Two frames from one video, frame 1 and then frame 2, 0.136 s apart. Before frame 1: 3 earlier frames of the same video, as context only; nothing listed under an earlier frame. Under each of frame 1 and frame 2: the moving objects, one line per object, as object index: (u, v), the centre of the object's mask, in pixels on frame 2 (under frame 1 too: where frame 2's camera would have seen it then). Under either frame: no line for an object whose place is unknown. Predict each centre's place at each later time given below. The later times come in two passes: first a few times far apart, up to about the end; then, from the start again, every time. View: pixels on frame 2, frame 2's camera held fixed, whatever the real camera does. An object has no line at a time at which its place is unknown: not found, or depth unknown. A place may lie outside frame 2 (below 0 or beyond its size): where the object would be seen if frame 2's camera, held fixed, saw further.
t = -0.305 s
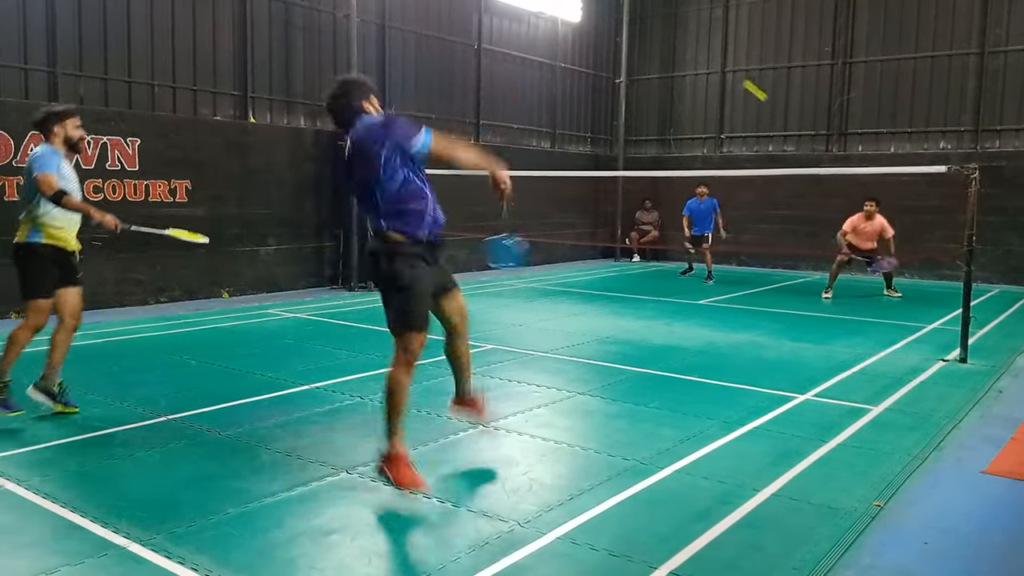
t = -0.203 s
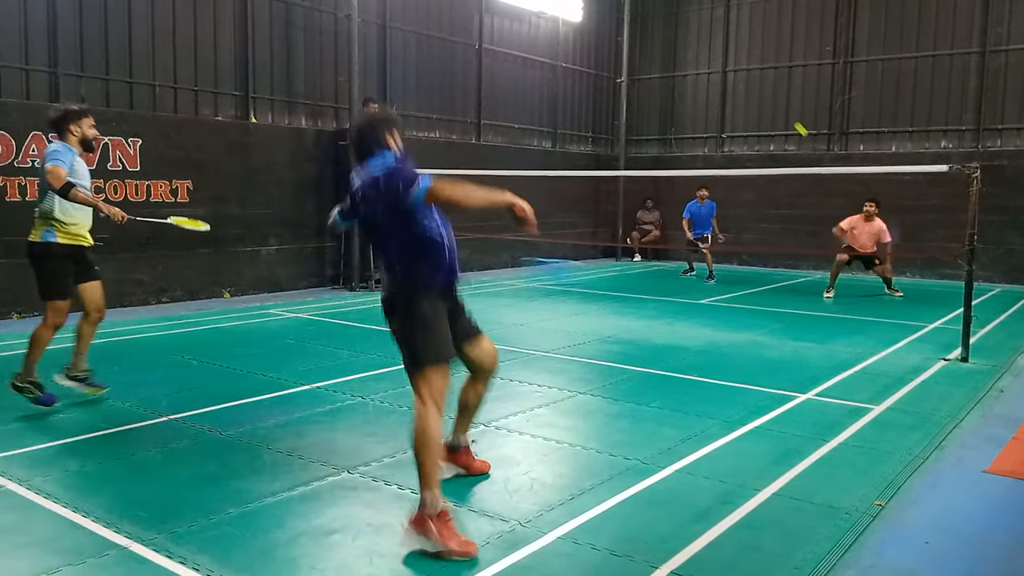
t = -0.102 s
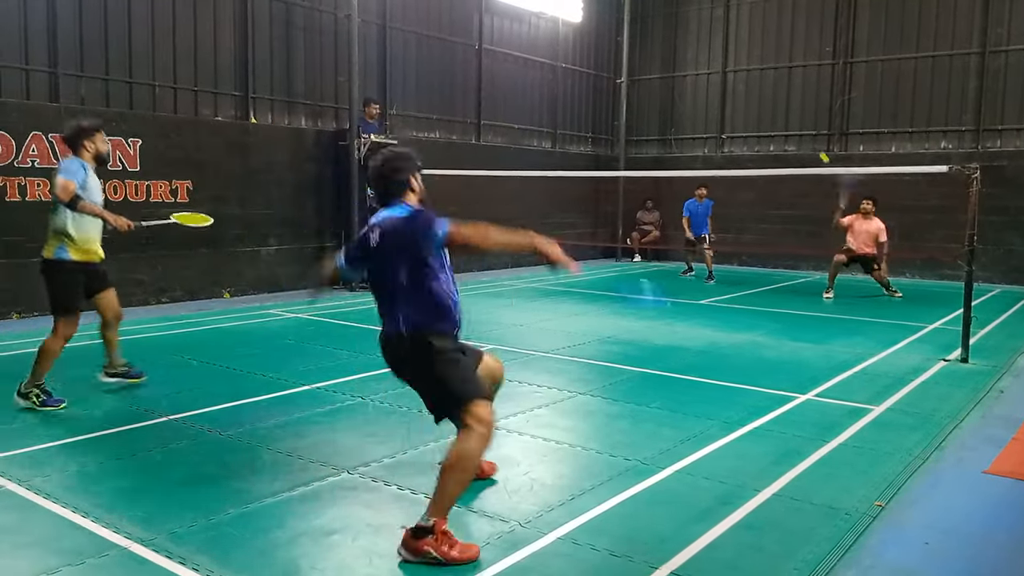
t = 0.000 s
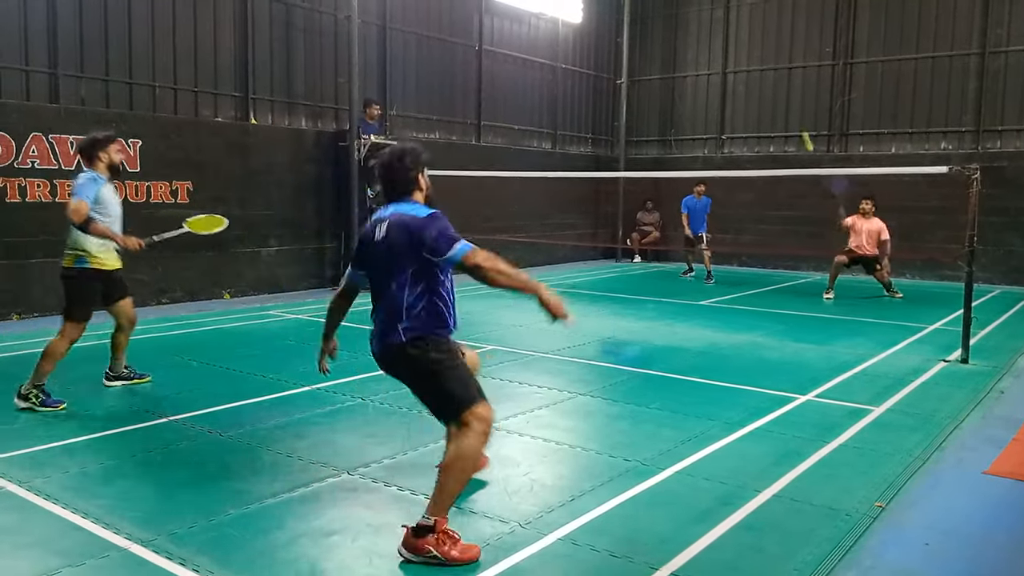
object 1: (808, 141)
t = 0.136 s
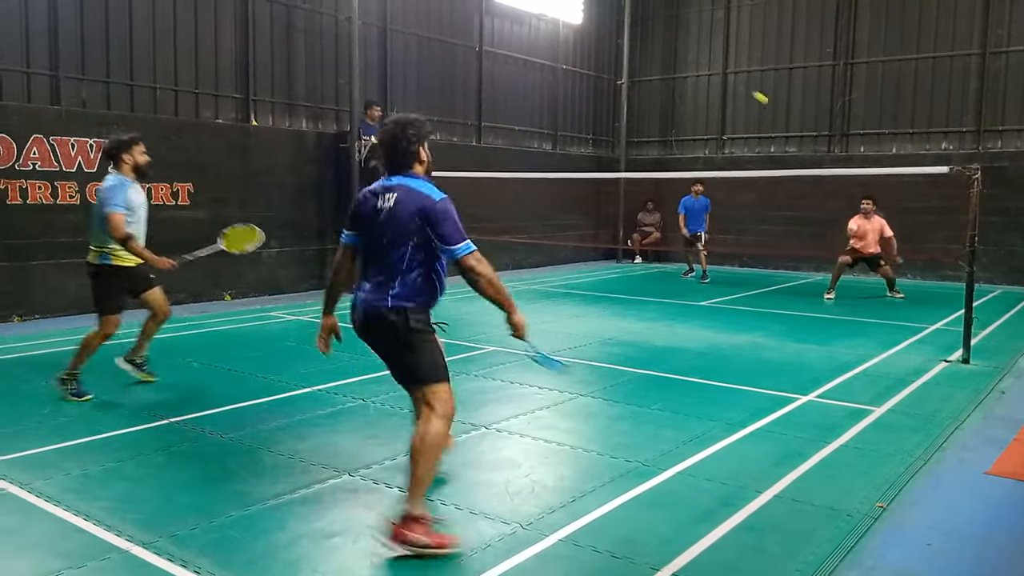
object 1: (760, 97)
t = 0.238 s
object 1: (724, 77)
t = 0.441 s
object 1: (653, 74)
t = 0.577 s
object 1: (603, 102)
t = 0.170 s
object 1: (748, 89)
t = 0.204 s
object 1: (736, 83)
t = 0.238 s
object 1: (724, 77)
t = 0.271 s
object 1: (713, 73)
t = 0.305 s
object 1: (701, 70)
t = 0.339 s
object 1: (689, 70)
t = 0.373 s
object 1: (677, 70)
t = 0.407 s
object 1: (666, 71)
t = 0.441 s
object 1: (653, 74)
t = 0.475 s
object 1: (641, 78)
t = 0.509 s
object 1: (628, 85)
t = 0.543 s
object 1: (616, 93)
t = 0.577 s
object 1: (603, 102)
